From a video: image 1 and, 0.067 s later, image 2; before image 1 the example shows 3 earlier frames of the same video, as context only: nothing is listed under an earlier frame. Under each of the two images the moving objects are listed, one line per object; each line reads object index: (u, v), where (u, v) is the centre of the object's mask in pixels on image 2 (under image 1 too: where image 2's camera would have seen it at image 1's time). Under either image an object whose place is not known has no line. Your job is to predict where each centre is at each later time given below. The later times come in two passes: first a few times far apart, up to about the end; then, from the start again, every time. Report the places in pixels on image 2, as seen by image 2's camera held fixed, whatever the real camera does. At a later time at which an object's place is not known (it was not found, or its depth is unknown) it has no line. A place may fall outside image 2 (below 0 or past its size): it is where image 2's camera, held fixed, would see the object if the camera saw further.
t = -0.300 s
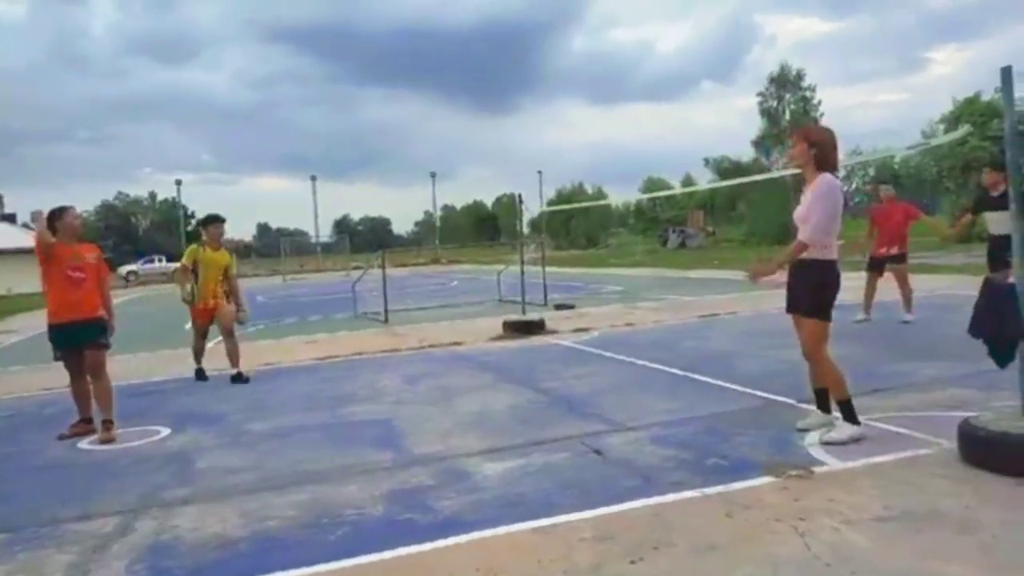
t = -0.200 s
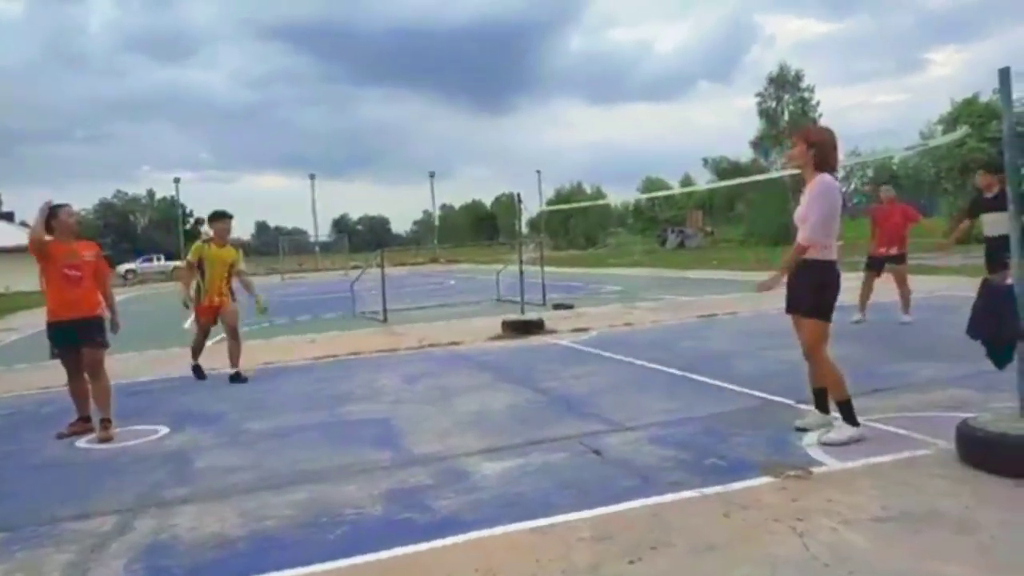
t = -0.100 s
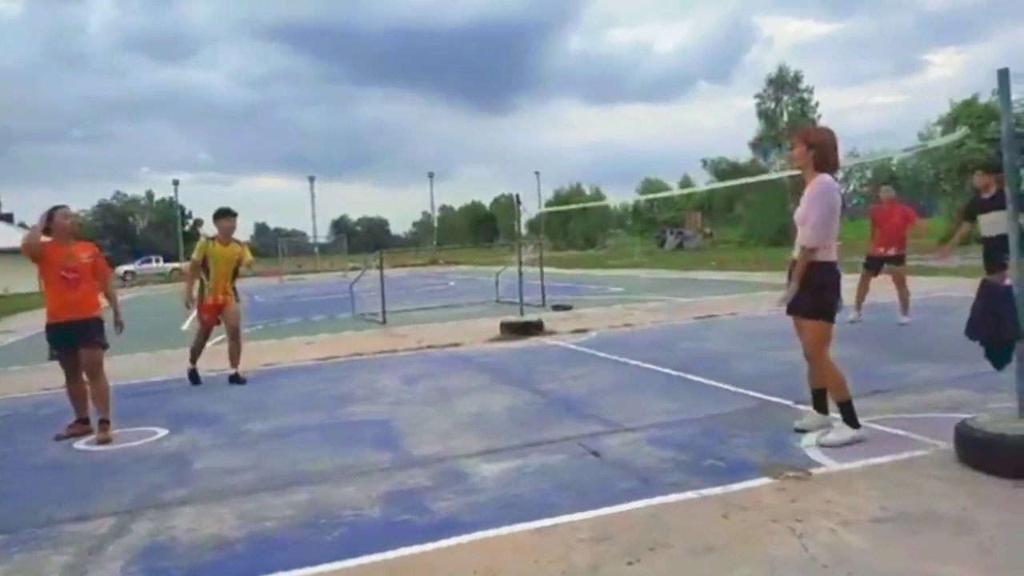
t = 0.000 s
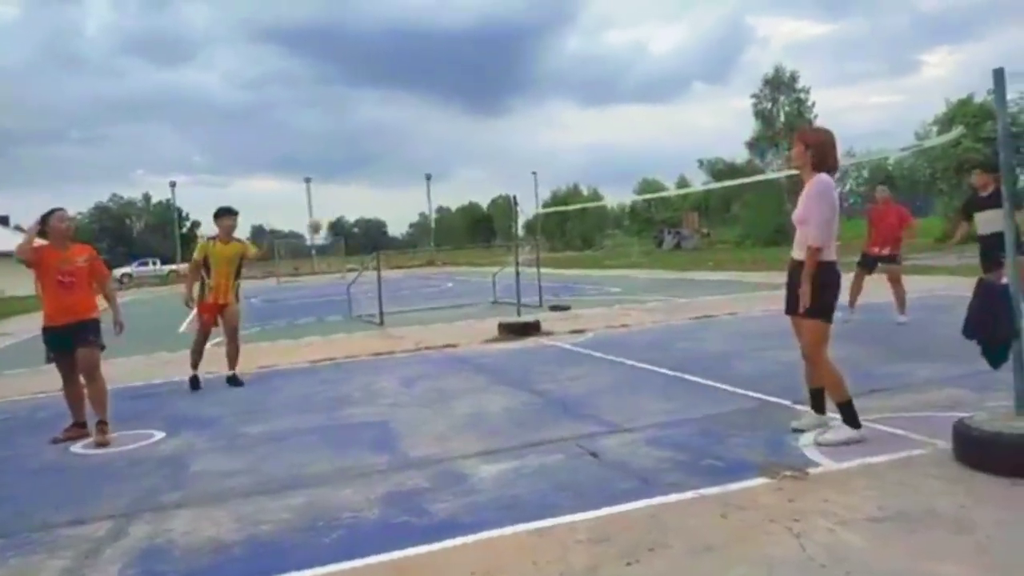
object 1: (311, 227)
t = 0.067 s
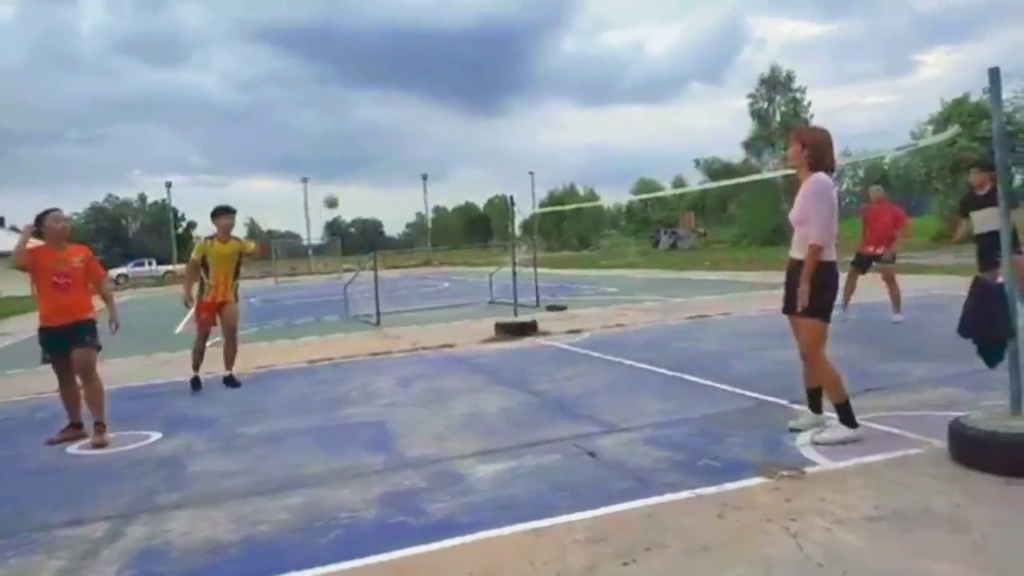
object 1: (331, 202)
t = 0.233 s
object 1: (388, 156)
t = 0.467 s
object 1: (486, 142)
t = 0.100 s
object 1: (342, 191)
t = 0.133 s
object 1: (353, 180)
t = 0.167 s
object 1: (365, 172)
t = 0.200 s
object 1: (376, 163)
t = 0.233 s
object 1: (388, 156)
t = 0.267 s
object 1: (401, 150)
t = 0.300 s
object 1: (414, 146)
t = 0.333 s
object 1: (427, 142)
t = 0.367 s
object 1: (441, 140)
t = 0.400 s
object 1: (456, 140)
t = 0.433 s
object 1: (470, 139)
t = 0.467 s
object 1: (486, 142)
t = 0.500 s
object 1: (502, 145)
